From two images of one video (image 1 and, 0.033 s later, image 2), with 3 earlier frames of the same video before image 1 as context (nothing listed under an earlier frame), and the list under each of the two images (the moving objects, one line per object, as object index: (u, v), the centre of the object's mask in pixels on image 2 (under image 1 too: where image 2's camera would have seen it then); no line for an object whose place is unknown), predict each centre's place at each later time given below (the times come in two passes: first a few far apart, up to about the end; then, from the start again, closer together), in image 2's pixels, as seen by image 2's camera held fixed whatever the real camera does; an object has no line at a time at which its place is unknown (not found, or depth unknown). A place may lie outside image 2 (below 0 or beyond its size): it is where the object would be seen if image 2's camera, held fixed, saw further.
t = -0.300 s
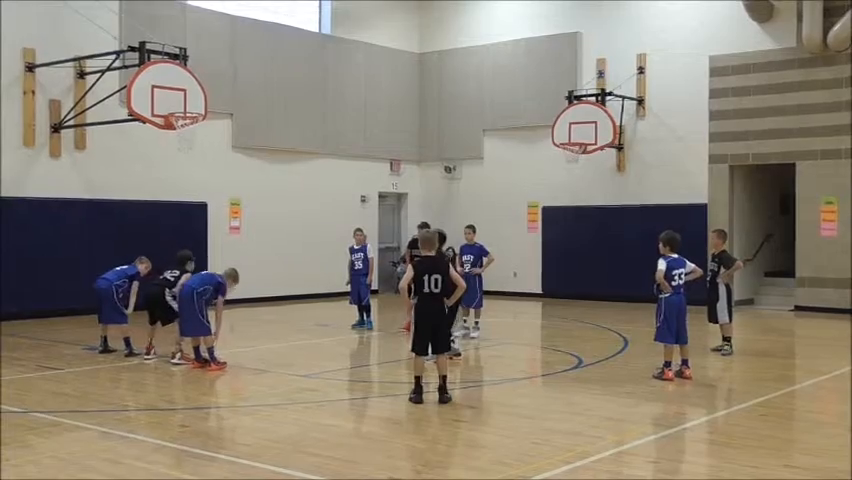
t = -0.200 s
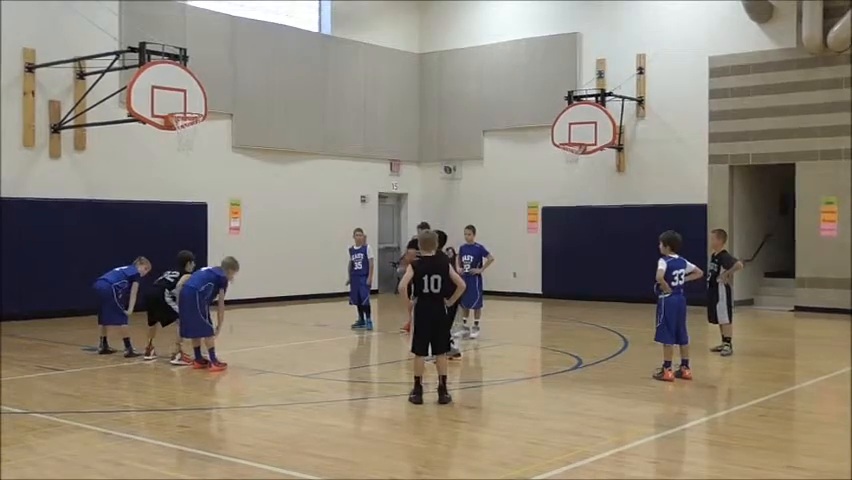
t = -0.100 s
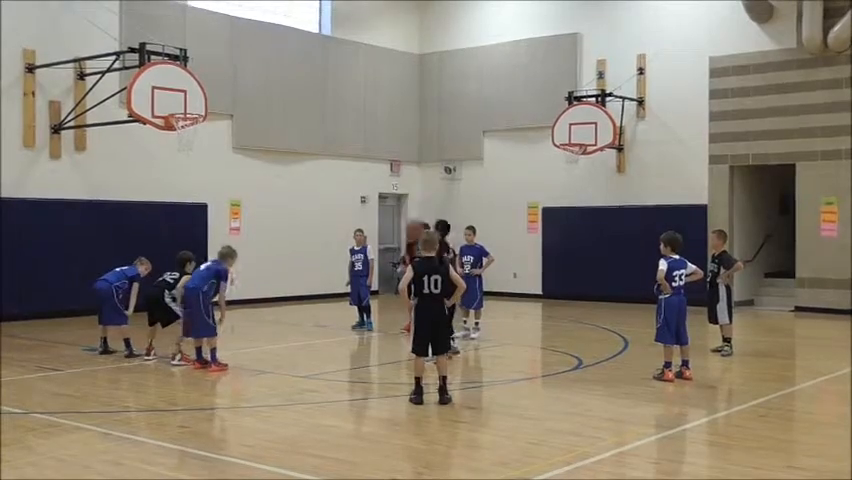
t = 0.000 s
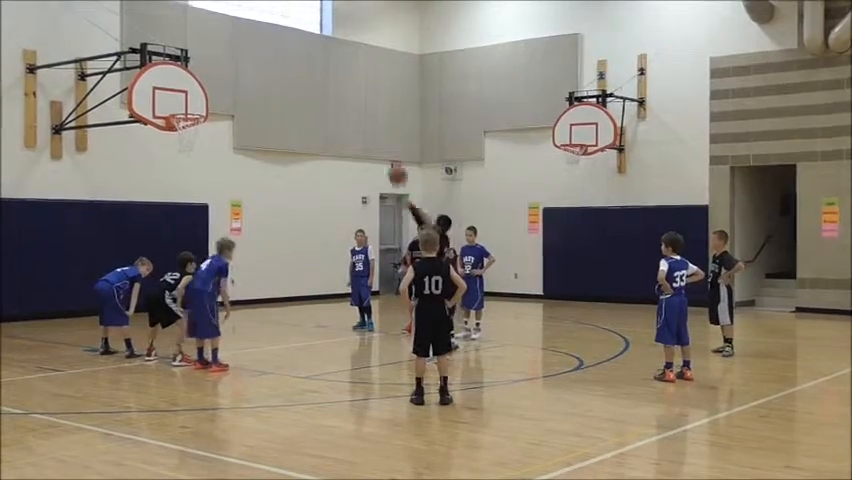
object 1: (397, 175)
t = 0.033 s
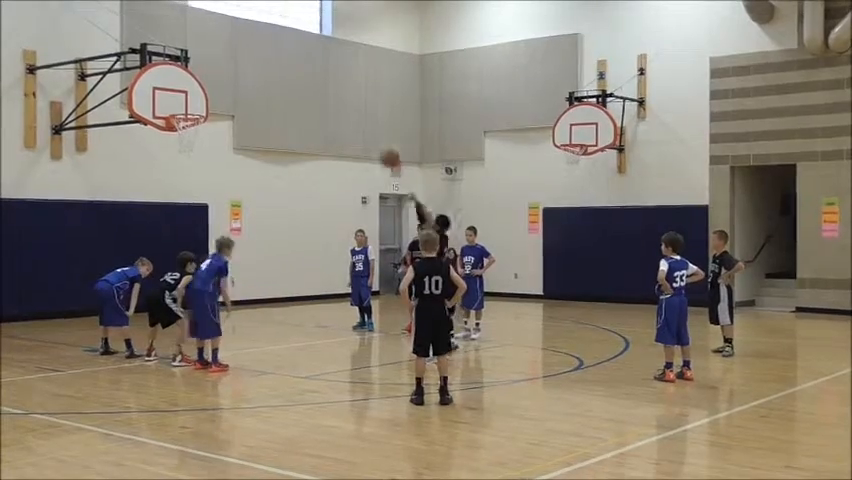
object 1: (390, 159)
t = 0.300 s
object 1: (334, 62)
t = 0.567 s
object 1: (284, 28)
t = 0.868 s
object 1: (235, 54)
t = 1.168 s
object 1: (206, 107)
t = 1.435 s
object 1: (231, 109)
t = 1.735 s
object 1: (268, 159)
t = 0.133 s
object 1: (368, 114)
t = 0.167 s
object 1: (361, 102)
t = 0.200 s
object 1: (353, 90)
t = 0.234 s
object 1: (347, 80)
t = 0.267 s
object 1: (341, 71)
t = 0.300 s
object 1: (334, 62)
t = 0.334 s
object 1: (327, 55)
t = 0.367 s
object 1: (321, 48)
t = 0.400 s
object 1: (314, 43)
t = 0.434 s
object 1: (309, 38)
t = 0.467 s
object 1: (302, 34)
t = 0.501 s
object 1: (296, 31)
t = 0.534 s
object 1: (291, 29)
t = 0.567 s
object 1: (284, 28)
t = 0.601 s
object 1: (278, 28)
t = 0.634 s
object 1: (273, 29)
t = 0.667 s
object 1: (267, 30)
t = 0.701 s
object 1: (262, 32)
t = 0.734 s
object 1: (256, 35)
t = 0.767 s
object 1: (250, 39)
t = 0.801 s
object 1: (246, 43)
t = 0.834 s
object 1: (240, 49)
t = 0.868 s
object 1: (235, 54)
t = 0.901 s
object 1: (230, 61)
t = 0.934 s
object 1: (225, 69)
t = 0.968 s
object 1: (220, 77)
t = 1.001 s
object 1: (215, 85)
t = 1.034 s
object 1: (210, 95)
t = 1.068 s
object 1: (206, 104)
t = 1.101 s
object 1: (203, 111)
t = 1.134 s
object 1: (204, 108)
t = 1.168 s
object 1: (206, 107)
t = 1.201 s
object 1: (208, 106)
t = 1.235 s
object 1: (208, 106)
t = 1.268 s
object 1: (210, 106)
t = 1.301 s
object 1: (213, 106)
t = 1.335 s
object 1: (218, 105)
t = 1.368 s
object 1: (223, 105)
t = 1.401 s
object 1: (227, 107)
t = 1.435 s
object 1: (231, 109)
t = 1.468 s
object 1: (235, 112)
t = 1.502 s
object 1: (239, 115)
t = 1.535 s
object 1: (243, 119)
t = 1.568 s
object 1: (247, 124)
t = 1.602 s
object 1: (252, 130)
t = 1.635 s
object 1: (256, 136)
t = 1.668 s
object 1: (260, 142)
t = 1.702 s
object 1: (264, 150)
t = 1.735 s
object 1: (268, 159)
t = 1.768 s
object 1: (272, 167)
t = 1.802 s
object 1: (276, 178)
